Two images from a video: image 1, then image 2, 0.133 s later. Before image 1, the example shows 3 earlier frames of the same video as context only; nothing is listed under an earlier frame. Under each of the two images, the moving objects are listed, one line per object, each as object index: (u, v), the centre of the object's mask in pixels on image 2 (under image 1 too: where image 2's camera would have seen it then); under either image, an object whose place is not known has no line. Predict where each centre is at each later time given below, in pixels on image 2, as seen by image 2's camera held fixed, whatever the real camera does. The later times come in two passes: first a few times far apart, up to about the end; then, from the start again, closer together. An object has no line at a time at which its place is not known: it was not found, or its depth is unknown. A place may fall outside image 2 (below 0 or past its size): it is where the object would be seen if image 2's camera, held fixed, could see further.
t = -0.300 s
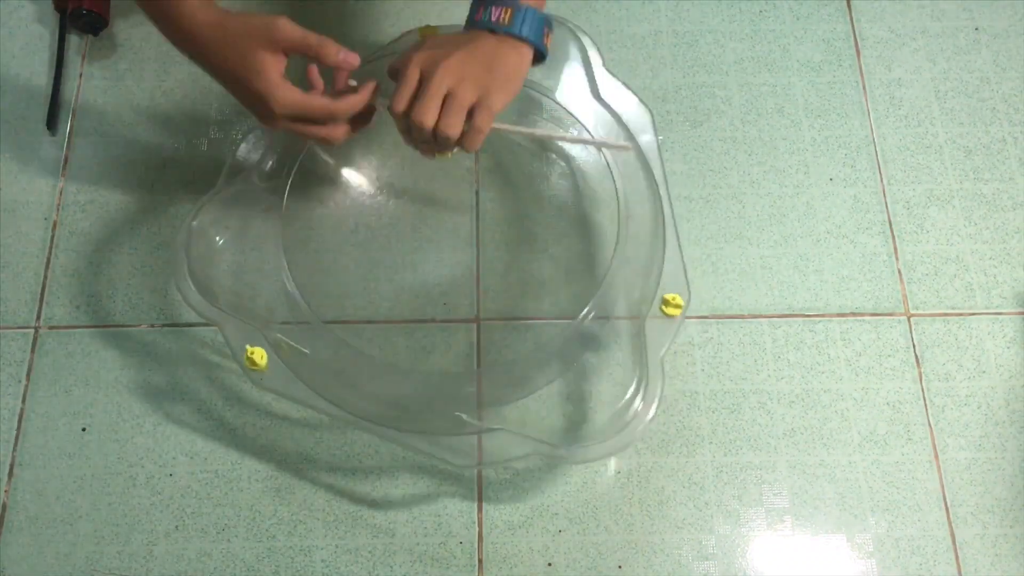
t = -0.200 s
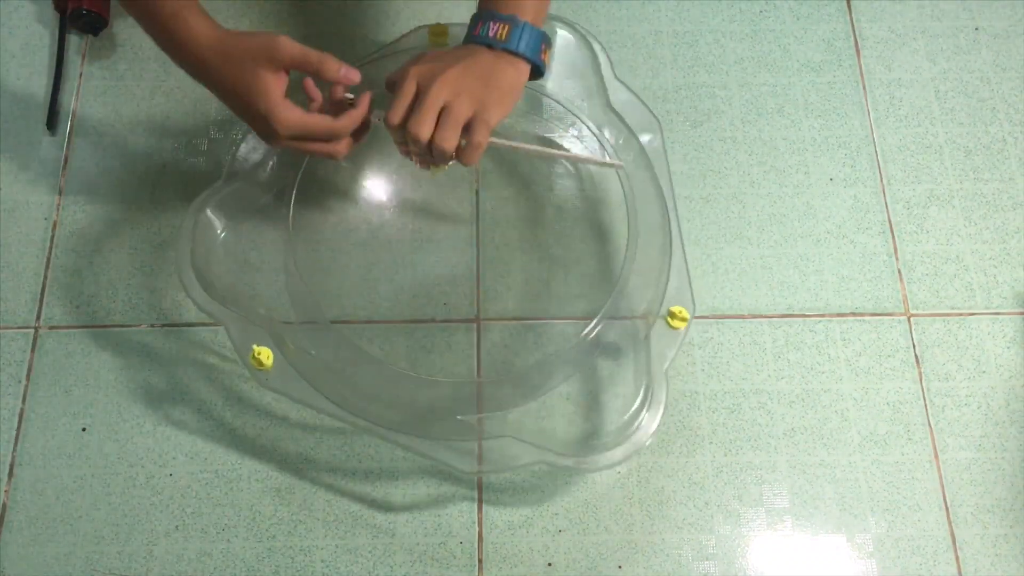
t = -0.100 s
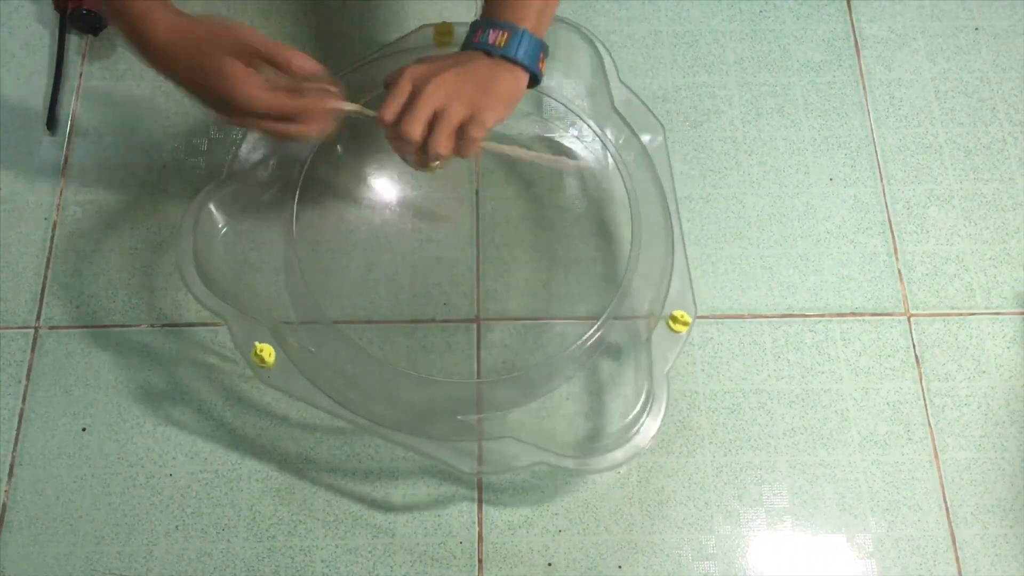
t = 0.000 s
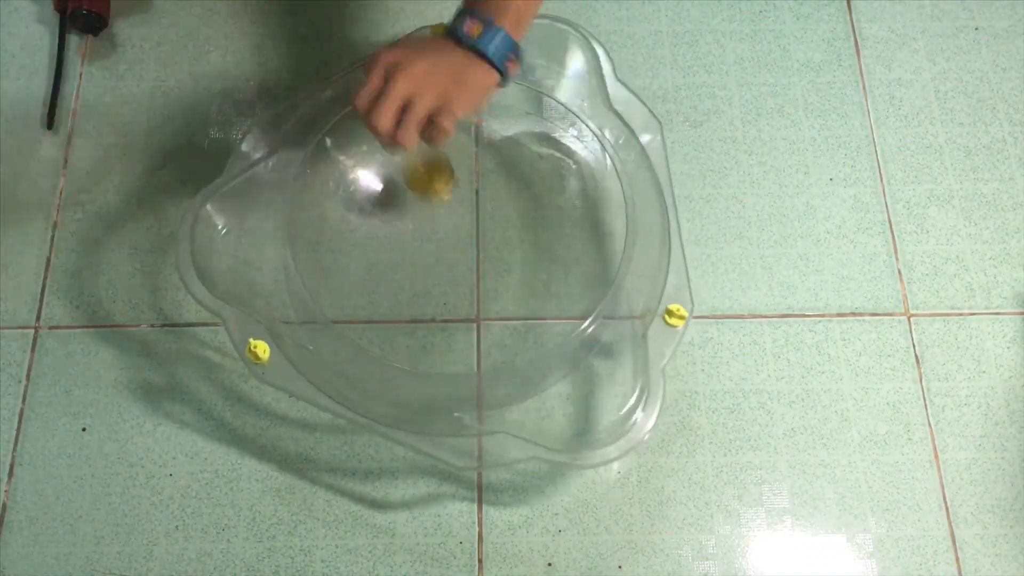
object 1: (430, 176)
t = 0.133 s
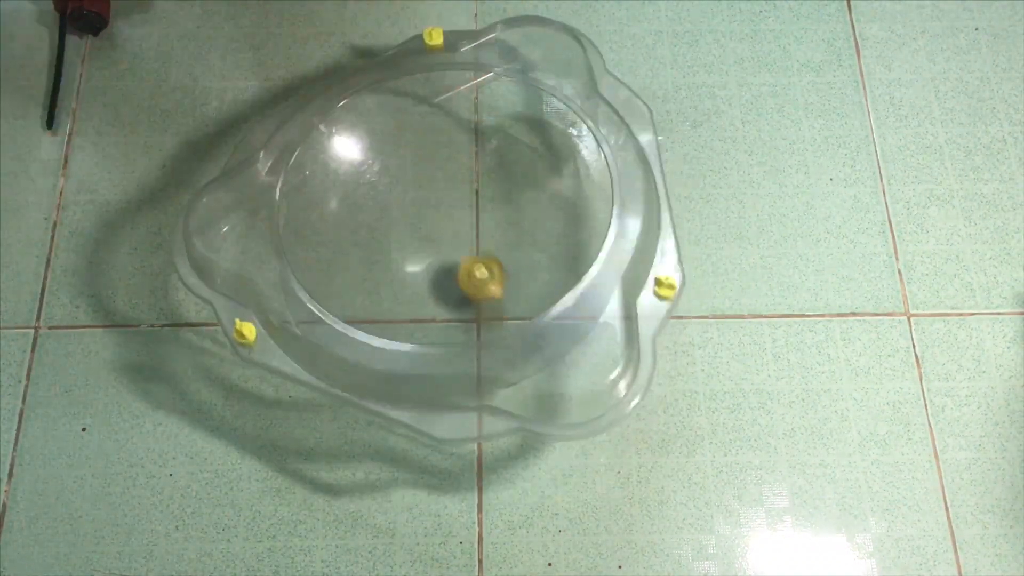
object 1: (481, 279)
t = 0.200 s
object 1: (494, 303)
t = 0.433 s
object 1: (498, 324)
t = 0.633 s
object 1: (459, 292)
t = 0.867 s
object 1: (433, 299)
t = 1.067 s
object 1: (469, 230)
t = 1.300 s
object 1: (451, 236)
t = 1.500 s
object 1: (452, 328)
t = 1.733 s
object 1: (499, 295)
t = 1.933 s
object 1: (467, 226)
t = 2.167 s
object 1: (448, 283)
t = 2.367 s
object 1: (471, 258)
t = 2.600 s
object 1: (412, 244)
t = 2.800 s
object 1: (479, 334)
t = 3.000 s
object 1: (570, 271)
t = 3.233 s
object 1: (416, 199)
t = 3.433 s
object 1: (402, 309)
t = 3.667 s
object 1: (523, 235)
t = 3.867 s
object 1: (397, 200)
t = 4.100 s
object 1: (495, 359)
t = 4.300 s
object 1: (540, 194)
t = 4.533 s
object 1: (355, 296)
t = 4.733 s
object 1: (507, 372)
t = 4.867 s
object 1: (584, 248)
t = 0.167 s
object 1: (491, 297)
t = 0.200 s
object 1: (494, 303)
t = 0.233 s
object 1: (499, 314)
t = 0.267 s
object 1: (502, 328)
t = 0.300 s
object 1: (503, 335)
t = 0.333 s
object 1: (503, 339)
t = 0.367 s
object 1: (500, 338)
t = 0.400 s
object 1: (498, 332)
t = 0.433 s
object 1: (498, 324)
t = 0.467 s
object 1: (497, 313)
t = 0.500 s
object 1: (493, 304)
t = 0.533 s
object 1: (487, 297)
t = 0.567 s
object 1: (478, 293)
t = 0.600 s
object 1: (469, 291)
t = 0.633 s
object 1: (459, 292)
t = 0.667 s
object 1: (448, 297)
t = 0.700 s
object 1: (438, 302)
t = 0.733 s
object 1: (432, 306)
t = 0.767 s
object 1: (429, 308)
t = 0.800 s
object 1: (429, 307)
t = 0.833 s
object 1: (430, 304)
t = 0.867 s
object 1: (433, 299)
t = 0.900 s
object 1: (437, 293)
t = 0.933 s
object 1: (443, 283)
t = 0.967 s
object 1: (450, 273)
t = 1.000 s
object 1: (459, 261)
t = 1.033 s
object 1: (466, 246)
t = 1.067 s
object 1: (469, 230)
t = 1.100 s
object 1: (470, 217)
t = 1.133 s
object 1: (468, 205)
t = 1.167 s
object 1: (465, 200)
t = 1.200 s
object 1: (462, 201)
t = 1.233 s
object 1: (458, 207)
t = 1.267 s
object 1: (454, 219)
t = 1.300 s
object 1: (451, 236)
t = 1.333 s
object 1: (447, 255)
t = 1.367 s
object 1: (444, 276)
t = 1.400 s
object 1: (442, 297)
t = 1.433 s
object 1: (443, 313)
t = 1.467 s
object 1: (448, 324)
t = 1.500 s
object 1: (452, 328)
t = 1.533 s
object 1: (458, 330)
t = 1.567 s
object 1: (466, 333)
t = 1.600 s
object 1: (475, 336)
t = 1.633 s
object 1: (482, 335)
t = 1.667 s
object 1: (488, 327)
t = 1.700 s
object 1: (495, 313)
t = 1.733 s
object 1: (499, 295)
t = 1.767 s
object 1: (499, 275)
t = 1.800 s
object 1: (495, 257)
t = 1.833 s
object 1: (489, 242)
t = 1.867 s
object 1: (482, 231)
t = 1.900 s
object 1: (475, 225)
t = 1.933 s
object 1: (467, 226)
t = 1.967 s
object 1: (461, 229)
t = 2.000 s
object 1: (454, 237)
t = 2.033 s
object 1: (449, 247)
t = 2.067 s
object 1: (445, 258)
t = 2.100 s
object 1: (443, 270)
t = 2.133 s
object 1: (444, 278)
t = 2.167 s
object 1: (448, 283)
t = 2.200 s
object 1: (452, 286)
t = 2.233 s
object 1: (457, 285)
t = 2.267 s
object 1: (461, 283)
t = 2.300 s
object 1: (466, 278)
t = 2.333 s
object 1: (470, 270)
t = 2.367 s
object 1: (471, 258)
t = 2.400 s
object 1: (466, 243)
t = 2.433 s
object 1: (458, 231)
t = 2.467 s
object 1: (448, 222)
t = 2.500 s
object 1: (437, 218)
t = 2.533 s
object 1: (427, 221)
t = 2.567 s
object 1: (418, 228)
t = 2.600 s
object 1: (412, 244)
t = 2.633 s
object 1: (410, 262)
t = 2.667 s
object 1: (412, 283)
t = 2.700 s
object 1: (421, 306)
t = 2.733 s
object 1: (436, 325)
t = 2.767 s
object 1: (456, 335)
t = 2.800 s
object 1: (479, 334)
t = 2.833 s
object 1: (504, 336)
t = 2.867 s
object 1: (526, 328)
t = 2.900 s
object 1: (543, 313)
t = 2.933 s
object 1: (554, 299)
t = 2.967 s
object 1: (568, 287)
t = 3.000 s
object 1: (570, 271)
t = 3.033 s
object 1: (564, 252)
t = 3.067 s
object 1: (549, 232)
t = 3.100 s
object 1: (528, 213)
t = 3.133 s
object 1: (502, 201)
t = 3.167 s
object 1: (470, 193)
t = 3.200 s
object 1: (441, 193)
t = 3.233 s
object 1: (416, 199)
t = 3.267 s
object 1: (396, 212)
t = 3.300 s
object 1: (381, 230)
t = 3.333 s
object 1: (373, 252)
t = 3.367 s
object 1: (374, 277)
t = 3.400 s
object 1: (384, 296)
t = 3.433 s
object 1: (402, 309)
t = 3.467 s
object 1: (425, 322)
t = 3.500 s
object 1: (451, 319)
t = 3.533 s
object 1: (475, 310)
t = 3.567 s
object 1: (496, 294)
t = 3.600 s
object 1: (512, 277)
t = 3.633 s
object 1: (523, 257)
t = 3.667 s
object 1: (523, 235)
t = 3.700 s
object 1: (514, 213)
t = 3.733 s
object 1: (497, 197)
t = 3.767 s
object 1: (471, 186)
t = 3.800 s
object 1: (446, 183)
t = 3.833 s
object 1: (420, 187)
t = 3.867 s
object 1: (397, 200)
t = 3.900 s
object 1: (380, 222)
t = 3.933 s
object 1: (371, 250)
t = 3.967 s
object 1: (374, 282)
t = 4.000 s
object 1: (384, 314)
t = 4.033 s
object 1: (410, 343)
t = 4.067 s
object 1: (449, 360)
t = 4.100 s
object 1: (495, 359)
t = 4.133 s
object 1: (540, 337)
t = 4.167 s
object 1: (577, 304)
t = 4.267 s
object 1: (574, 202)
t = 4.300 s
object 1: (540, 194)
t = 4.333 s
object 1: (501, 191)
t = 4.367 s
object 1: (459, 196)
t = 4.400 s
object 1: (424, 205)
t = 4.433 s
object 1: (397, 221)
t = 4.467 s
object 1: (375, 242)
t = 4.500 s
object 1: (359, 267)
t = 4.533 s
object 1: (355, 296)
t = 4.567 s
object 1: (358, 325)
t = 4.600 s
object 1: (374, 353)
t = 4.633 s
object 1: (397, 371)
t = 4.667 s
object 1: (430, 383)
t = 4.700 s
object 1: (470, 385)
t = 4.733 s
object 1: (507, 372)
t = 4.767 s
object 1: (538, 350)
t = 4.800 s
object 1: (565, 317)
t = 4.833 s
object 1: (580, 285)
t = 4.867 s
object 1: (584, 248)
